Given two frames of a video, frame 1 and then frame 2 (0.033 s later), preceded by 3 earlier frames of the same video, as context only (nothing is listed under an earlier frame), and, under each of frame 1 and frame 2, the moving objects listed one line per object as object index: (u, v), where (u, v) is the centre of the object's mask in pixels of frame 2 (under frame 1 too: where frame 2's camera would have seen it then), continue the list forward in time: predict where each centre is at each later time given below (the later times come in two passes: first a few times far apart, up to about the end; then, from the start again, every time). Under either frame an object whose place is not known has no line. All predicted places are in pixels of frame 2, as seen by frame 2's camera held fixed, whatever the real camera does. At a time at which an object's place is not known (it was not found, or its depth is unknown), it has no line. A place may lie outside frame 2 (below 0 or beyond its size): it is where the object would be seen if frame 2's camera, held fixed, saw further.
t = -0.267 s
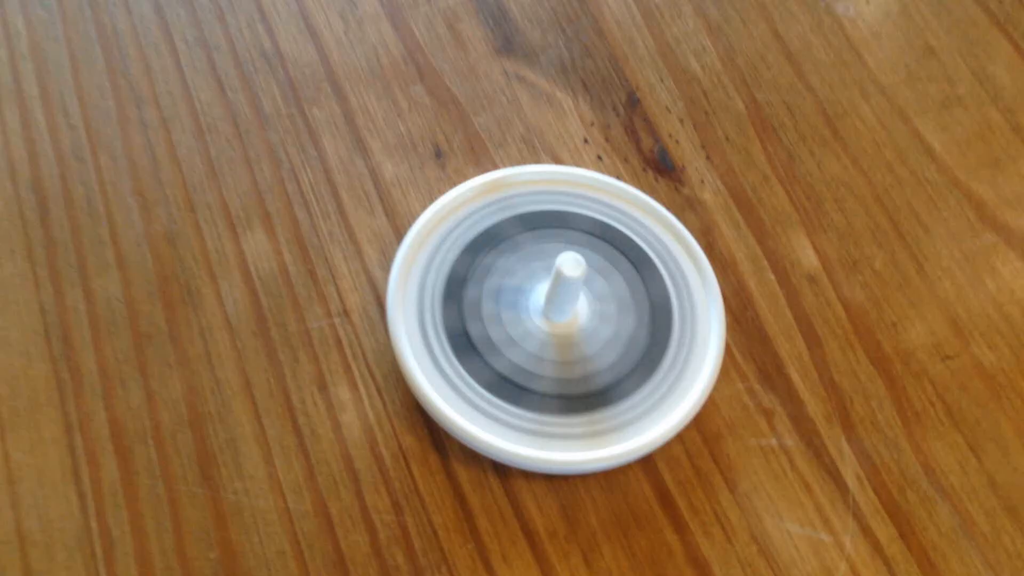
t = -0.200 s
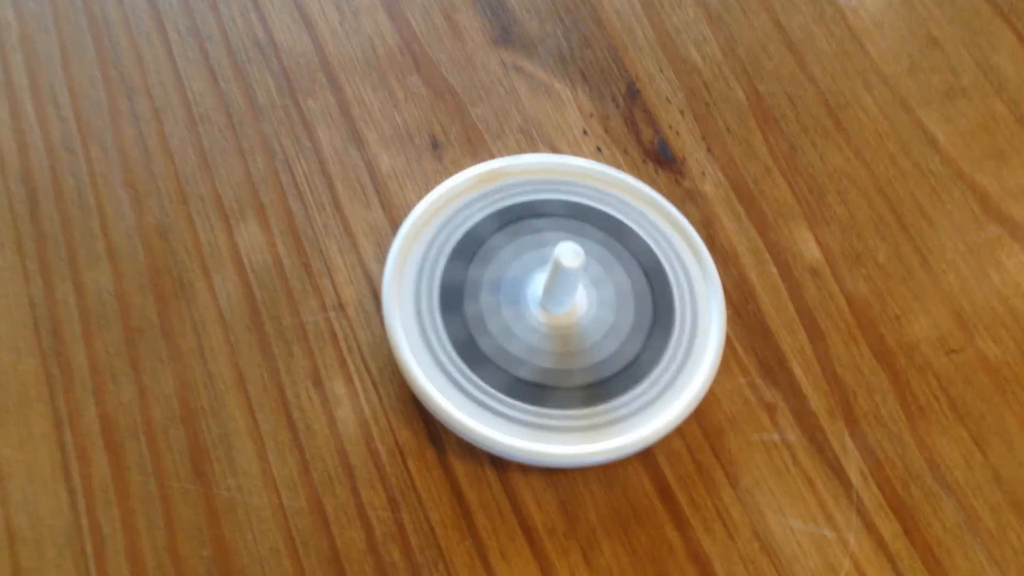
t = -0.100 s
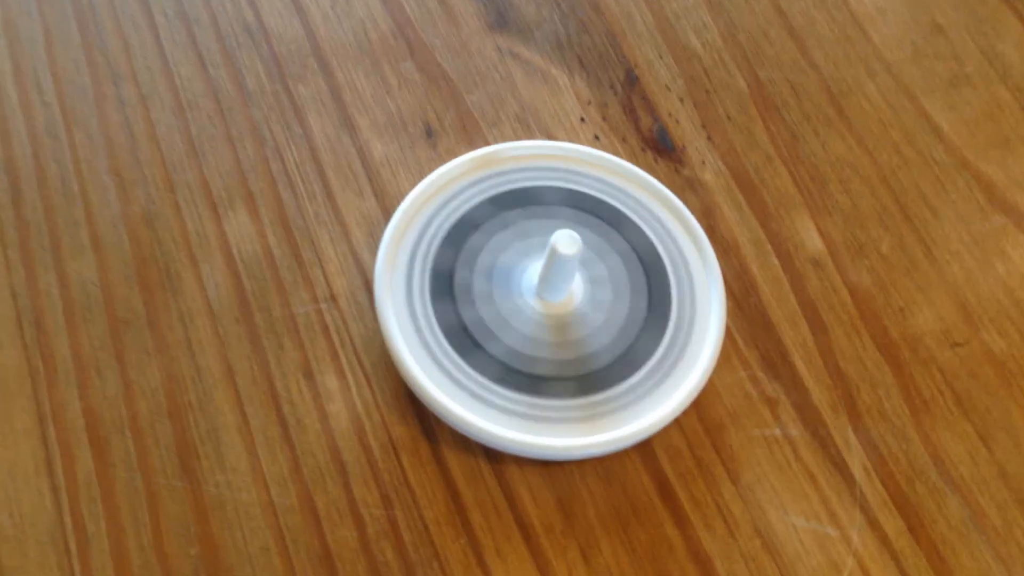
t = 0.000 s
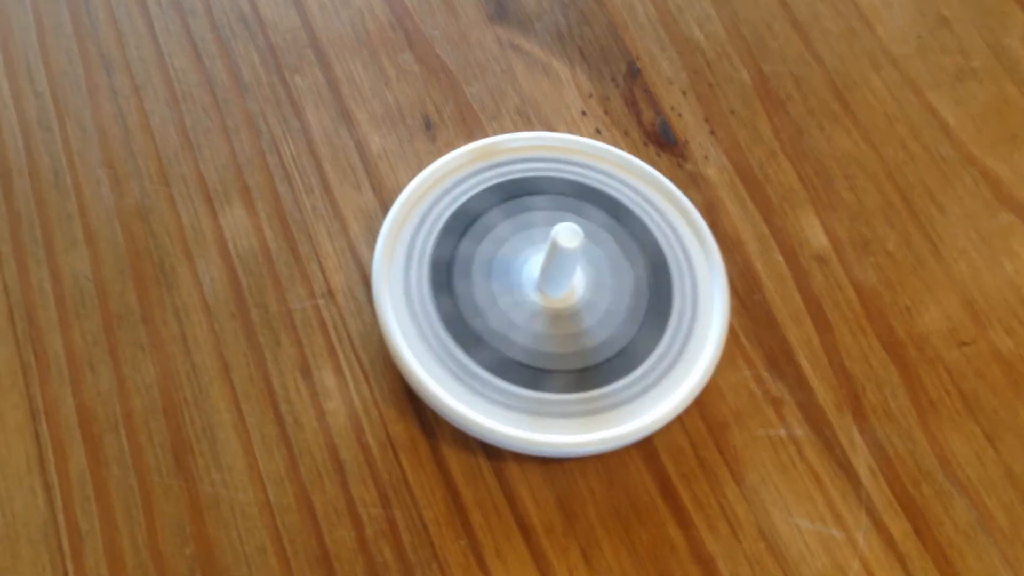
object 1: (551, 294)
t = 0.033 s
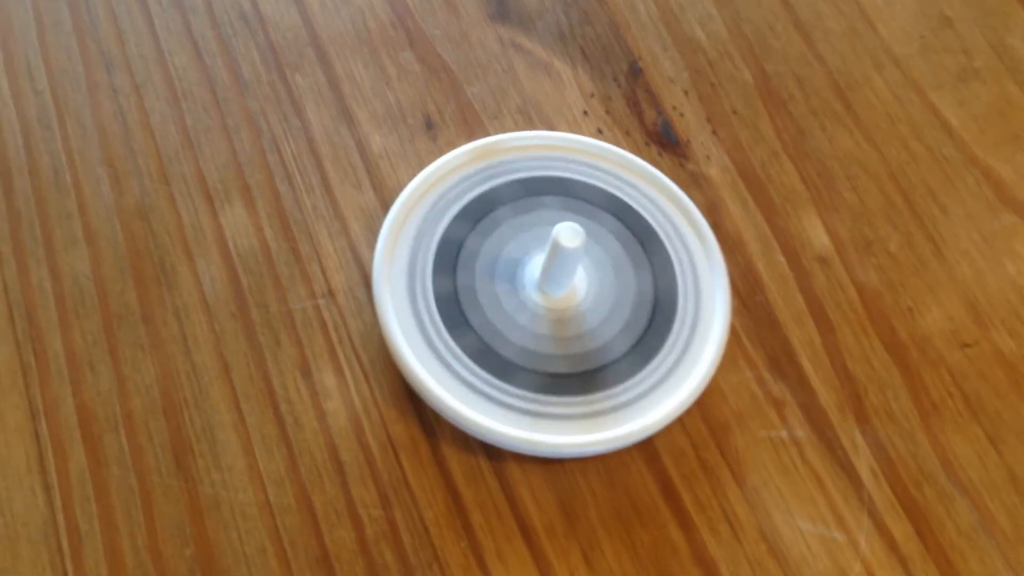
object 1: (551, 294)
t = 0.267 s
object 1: (551, 288)
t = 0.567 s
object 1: (552, 280)
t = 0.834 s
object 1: (554, 277)
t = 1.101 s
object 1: (557, 273)
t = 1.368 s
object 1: (560, 270)
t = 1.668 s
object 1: (563, 266)
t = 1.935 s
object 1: (567, 262)
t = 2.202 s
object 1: (565, 258)
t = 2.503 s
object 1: (564, 255)
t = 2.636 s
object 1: (564, 254)
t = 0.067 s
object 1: (551, 293)
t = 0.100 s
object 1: (551, 292)
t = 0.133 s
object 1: (551, 292)
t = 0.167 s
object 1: (552, 291)
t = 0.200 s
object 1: (552, 290)
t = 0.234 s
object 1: (551, 289)
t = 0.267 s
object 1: (551, 288)
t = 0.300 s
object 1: (551, 287)
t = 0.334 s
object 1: (551, 286)
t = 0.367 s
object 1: (552, 286)
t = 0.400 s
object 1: (552, 285)
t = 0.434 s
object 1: (552, 285)
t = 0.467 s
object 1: (552, 283)
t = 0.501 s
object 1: (552, 282)
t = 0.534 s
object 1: (553, 281)
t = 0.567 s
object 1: (552, 280)
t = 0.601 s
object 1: (553, 280)
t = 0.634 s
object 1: (553, 279)
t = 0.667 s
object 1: (553, 279)
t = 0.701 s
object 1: (554, 279)
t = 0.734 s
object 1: (554, 278)
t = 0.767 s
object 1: (554, 278)
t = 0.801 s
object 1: (554, 277)
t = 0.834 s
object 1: (554, 277)
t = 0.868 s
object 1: (554, 277)
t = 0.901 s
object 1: (555, 276)
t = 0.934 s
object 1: (555, 276)
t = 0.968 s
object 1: (556, 275)
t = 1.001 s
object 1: (556, 274)
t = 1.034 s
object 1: (556, 274)
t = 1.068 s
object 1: (557, 274)
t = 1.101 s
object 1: (557, 273)
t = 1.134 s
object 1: (558, 273)
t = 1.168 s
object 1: (557, 272)
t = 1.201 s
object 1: (558, 271)
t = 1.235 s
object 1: (558, 271)
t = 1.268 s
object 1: (558, 270)
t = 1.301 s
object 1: (558, 270)
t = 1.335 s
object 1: (559, 270)
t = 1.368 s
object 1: (560, 270)
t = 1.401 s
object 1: (560, 270)
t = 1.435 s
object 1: (561, 270)
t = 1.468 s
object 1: (562, 269)
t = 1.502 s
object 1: (563, 270)
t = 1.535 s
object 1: (563, 270)
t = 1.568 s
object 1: (564, 270)
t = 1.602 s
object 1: (563, 268)
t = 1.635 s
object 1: (563, 267)
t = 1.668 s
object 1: (563, 266)
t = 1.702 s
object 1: (563, 266)
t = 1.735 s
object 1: (562, 265)
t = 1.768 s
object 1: (563, 264)
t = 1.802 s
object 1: (564, 263)
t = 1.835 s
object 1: (565, 263)
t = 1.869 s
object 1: (566, 263)
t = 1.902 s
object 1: (567, 263)
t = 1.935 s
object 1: (567, 262)
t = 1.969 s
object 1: (567, 261)
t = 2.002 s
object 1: (567, 260)
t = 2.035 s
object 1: (566, 259)
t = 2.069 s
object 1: (566, 259)
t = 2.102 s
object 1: (566, 259)
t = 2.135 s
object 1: (565, 258)
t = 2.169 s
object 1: (565, 258)
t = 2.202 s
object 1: (565, 258)
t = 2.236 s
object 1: (565, 258)
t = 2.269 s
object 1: (565, 258)
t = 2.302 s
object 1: (565, 258)
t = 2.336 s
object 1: (565, 257)
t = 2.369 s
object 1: (564, 257)
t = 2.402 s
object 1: (564, 256)
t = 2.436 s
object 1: (564, 255)
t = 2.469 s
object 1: (564, 255)
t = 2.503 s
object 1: (564, 255)
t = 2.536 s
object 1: (563, 255)
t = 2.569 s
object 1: (564, 255)
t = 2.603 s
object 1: (564, 255)
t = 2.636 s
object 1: (564, 254)
